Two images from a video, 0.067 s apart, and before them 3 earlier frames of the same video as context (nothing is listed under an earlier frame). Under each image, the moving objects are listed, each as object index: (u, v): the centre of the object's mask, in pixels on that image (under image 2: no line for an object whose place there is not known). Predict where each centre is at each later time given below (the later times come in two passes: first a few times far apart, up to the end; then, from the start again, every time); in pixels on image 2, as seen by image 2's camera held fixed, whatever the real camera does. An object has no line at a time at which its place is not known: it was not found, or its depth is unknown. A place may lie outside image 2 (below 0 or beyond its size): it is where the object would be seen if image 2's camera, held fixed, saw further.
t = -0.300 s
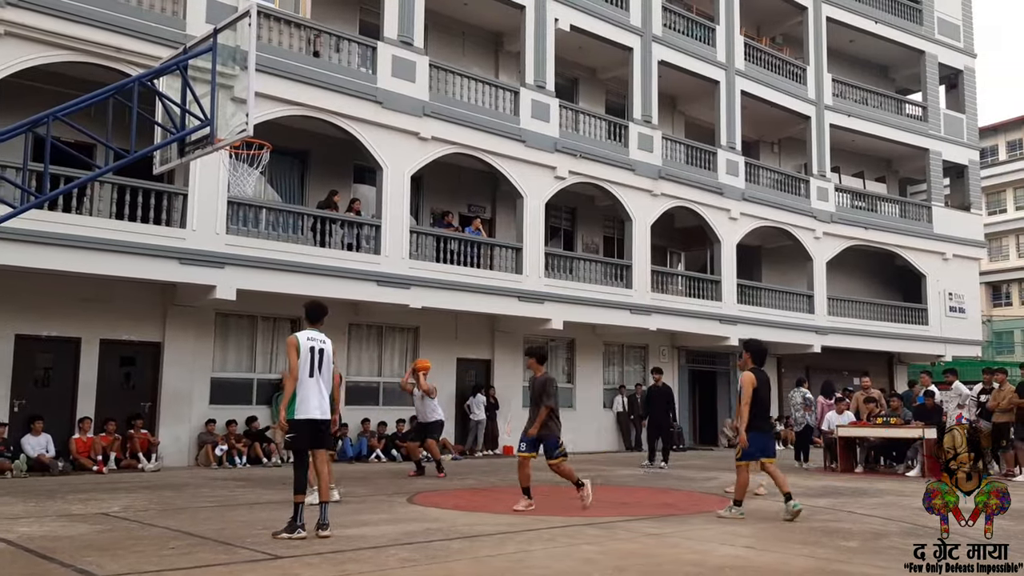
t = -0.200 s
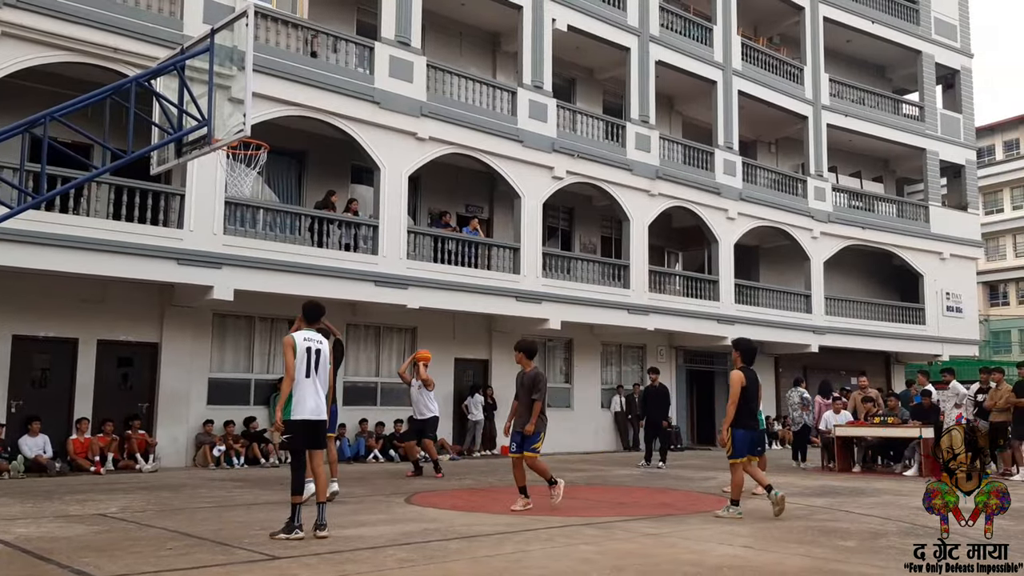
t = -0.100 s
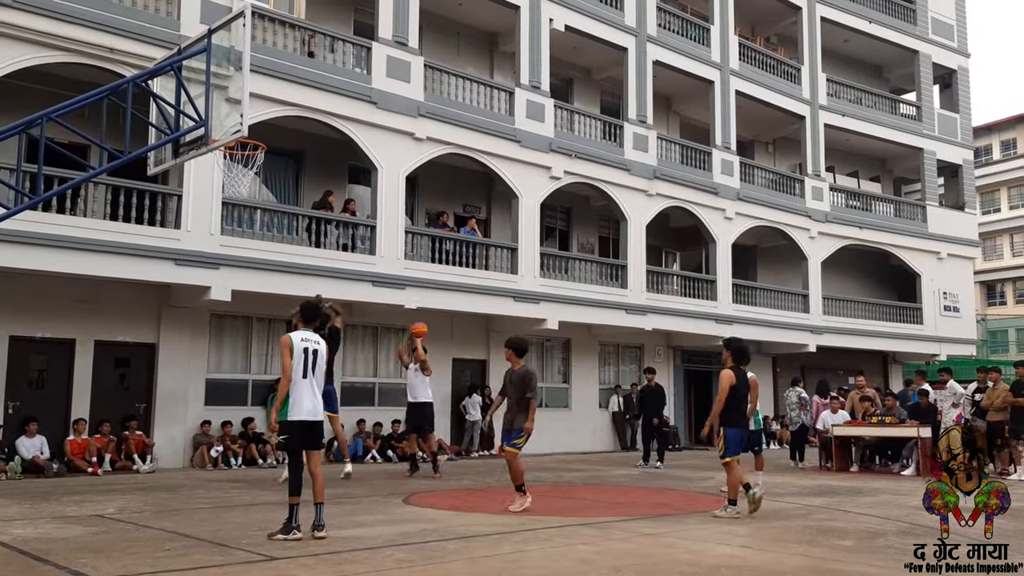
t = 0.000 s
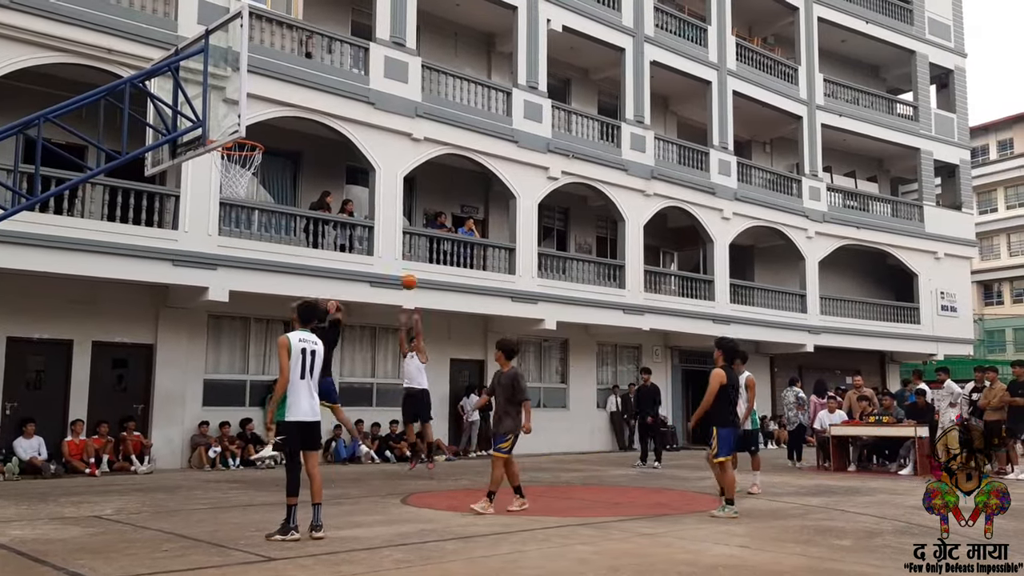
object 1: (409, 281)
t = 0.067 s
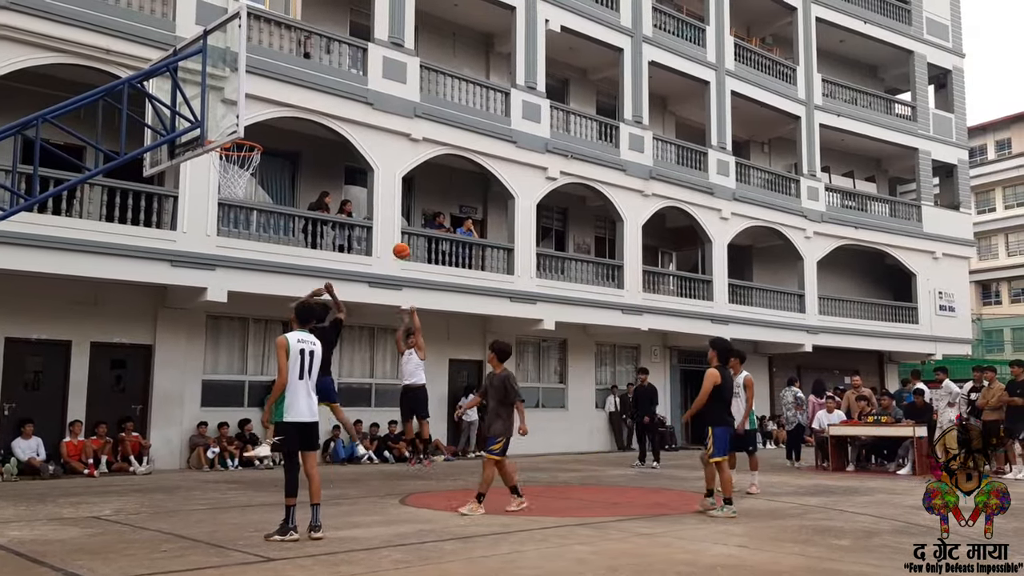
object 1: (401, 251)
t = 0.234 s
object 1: (383, 179)
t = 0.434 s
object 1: (358, 109)
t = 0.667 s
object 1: (324, 54)
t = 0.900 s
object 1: (282, 36)
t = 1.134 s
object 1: (226, 69)
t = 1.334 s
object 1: (253, 134)
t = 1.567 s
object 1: (267, 155)
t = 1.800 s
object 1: (277, 220)
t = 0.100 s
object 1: (397, 236)
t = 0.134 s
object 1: (394, 221)
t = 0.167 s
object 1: (390, 206)
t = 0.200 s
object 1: (386, 192)
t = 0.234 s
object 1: (383, 179)
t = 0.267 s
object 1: (379, 166)
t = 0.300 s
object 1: (375, 154)
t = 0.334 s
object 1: (371, 142)
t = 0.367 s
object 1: (367, 131)
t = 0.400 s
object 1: (362, 119)
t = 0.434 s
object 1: (358, 109)
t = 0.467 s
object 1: (354, 100)
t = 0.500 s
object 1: (350, 90)
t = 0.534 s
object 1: (344, 82)
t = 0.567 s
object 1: (339, 73)
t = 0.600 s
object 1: (335, 67)
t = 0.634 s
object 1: (329, 60)
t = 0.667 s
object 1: (324, 54)
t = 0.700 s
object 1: (318, 48)
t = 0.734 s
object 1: (312, 44)
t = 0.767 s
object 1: (307, 41)
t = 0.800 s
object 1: (301, 38)
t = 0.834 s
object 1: (295, 36)
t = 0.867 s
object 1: (289, 36)
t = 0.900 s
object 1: (282, 36)
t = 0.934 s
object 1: (275, 37)
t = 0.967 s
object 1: (268, 39)
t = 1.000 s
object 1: (259, 42)
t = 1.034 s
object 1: (254, 47)
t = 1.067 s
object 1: (246, 51)
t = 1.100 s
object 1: (231, 59)
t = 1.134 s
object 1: (226, 69)
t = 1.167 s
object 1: (218, 79)
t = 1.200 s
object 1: (208, 91)
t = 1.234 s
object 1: (218, 104)
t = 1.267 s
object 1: (226, 118)
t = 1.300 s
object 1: (245, 132)
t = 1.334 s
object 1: (253, 134)
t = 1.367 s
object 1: (254, 134)
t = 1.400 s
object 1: (256, 135)
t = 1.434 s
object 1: (258, 136)
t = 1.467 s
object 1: (260, 139)
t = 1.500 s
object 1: (262, 143)
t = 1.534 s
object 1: (265, 149)
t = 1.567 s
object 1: (267, 155)
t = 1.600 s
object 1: (269, 162)
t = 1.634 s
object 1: (269, 169)
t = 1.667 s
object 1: (271, 178)
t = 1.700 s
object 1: (272, 187)
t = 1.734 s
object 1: (274, 197)
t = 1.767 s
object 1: (275, 209)
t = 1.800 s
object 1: (277, 220)
